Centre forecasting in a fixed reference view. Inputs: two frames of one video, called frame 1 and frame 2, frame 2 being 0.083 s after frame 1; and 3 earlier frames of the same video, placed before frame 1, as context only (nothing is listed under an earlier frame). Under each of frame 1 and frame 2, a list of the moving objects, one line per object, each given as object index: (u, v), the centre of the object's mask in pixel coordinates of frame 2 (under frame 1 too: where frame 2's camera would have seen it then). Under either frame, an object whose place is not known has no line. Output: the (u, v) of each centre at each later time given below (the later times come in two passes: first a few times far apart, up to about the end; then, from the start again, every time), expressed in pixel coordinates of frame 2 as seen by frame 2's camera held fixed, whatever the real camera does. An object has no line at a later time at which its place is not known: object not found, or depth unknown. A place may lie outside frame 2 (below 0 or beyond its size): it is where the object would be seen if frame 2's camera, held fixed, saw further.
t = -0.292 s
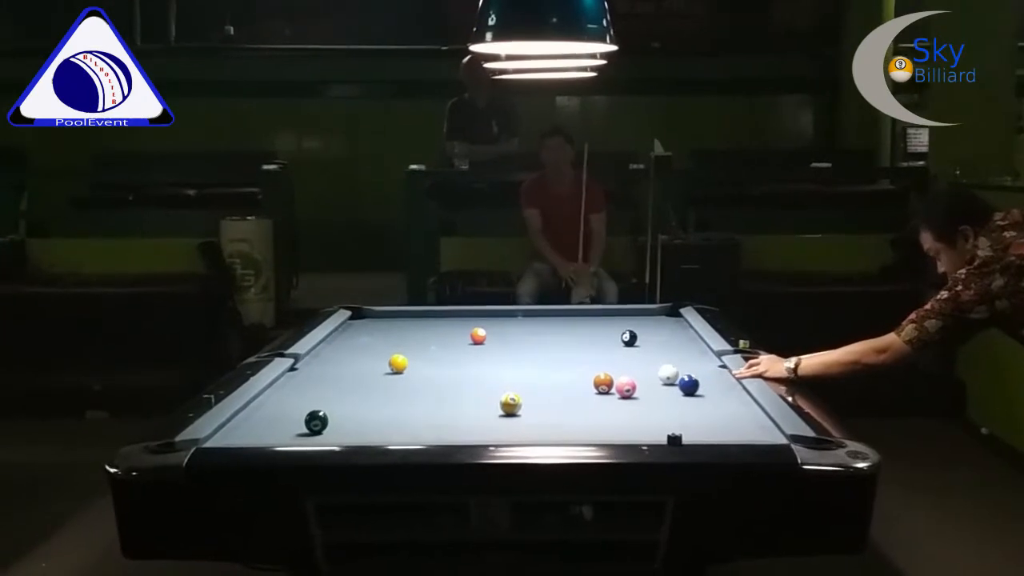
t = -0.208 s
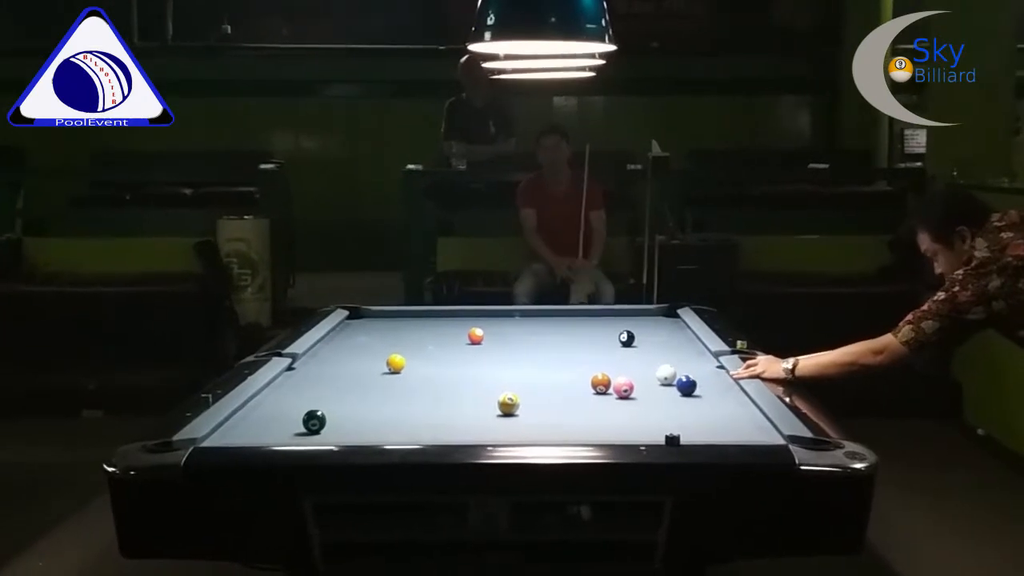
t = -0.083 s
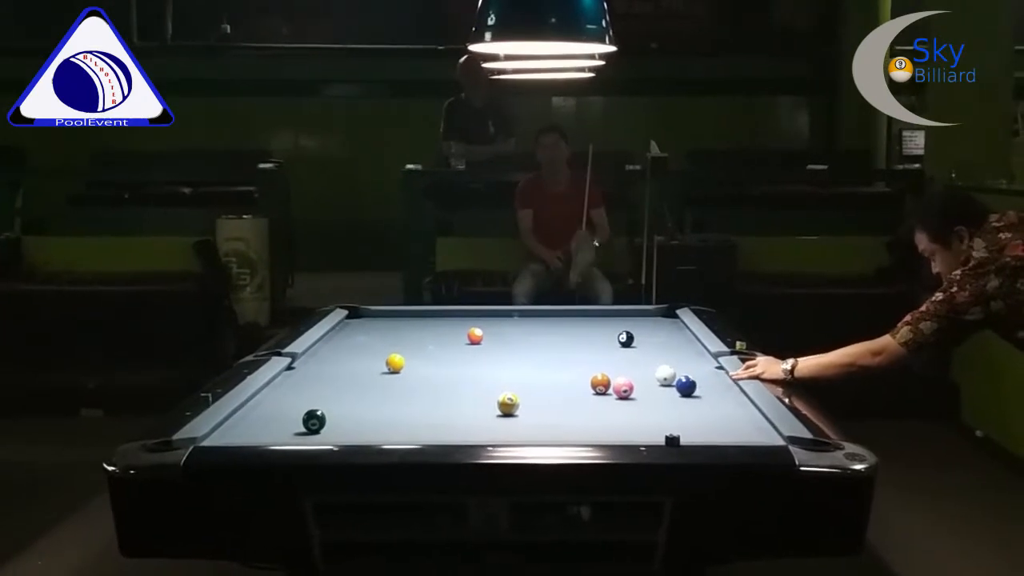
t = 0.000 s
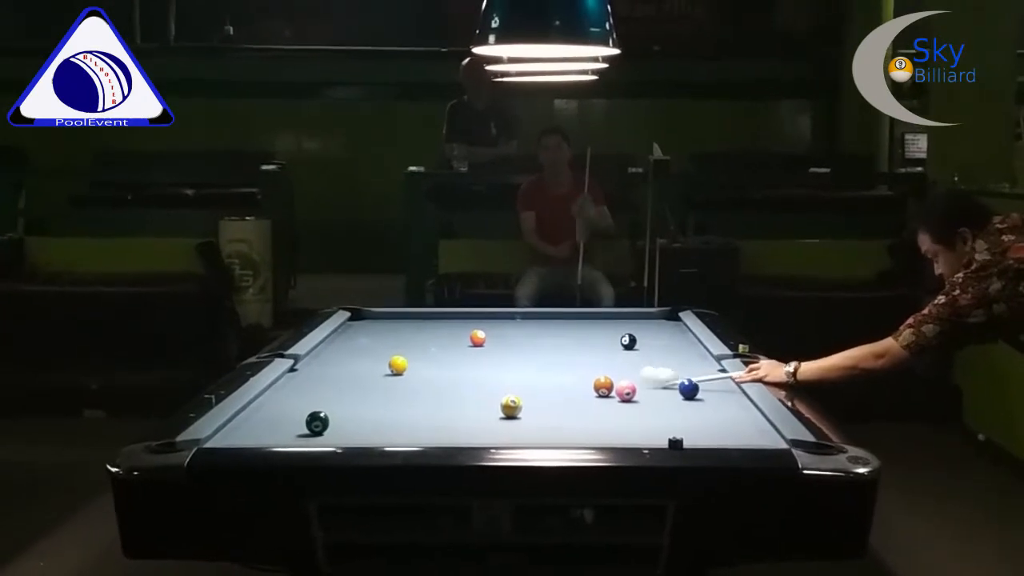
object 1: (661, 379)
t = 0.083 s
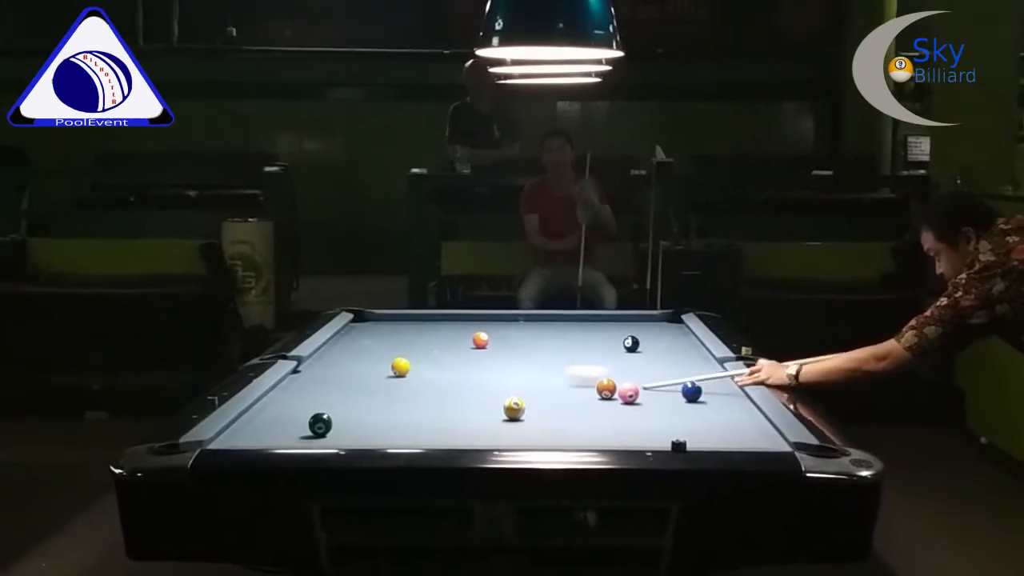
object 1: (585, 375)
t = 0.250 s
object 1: (447, 369)
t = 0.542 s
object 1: (431, 368)
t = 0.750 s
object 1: (457, 369)
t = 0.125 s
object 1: (550, 374)
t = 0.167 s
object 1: (514, 373)
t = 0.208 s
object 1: (480, 371)
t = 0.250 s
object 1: (447, 369)
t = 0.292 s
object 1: (420, 367)
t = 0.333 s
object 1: (418, 368)
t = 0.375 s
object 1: (418, 368)
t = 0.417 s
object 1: (420, 368)
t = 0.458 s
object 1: (423, 368)
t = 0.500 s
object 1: (426, 368)
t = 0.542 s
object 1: (431, 368)
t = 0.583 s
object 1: (436, 368)
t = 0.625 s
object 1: (441, 368)
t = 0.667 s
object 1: (446, 368)
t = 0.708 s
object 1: (451, 369)
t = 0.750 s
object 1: (457, 369)
